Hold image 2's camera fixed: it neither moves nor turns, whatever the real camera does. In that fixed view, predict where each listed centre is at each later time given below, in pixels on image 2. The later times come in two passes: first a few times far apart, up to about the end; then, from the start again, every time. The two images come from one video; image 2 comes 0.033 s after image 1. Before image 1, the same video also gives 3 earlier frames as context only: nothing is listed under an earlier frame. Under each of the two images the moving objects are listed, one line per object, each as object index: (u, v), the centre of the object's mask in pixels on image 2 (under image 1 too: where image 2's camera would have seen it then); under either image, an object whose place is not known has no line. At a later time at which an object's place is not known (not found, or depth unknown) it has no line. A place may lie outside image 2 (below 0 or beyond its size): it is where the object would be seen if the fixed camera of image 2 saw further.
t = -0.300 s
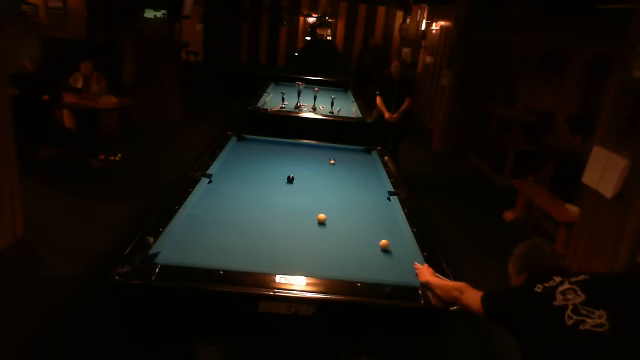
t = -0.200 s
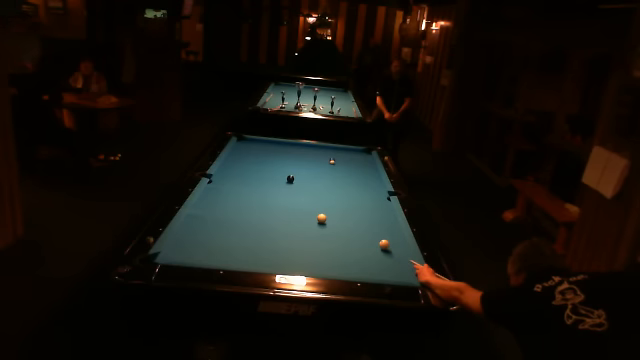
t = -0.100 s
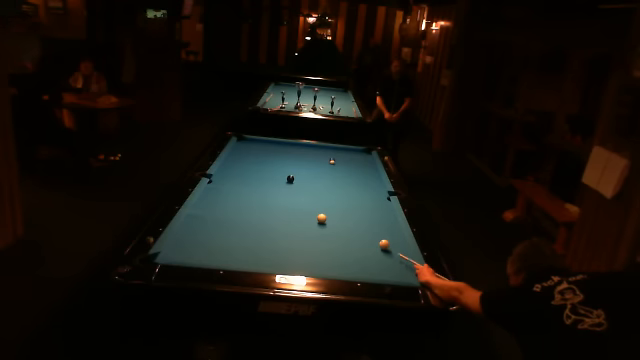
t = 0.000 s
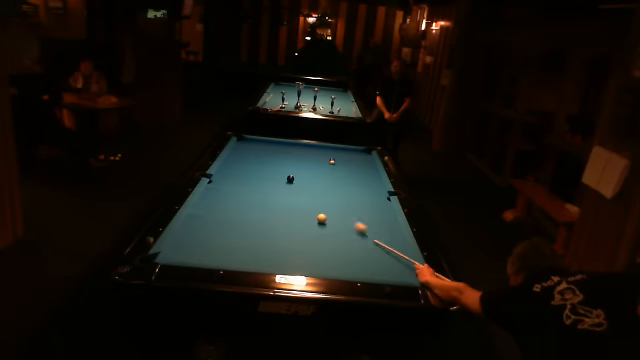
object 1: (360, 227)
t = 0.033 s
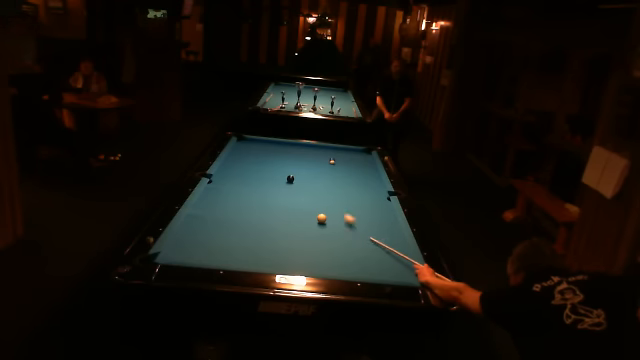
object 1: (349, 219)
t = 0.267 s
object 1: (293, 181)
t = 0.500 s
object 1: (289, 182)
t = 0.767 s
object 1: (287, 182)
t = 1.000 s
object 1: (284, 183)
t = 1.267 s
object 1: (282, 184)
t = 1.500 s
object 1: (280, 184)
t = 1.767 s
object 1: (279, 185)
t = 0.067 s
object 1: (338, 211)
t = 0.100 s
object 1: (329, 205)
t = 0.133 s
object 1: (319, 199)
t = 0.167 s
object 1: (311, 193)
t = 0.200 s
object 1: (303, 187)
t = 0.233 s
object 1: (296, 183)
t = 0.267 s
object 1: (293, 181)
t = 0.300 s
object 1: (292, 181)
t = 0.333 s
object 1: (291, 181)
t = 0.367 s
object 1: (291, 181)
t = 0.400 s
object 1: (291, 181)
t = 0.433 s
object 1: (290, 181)
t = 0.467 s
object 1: (290, 181)
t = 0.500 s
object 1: (289, 182)
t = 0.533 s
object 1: (289, 182)
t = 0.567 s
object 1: (289, 182)
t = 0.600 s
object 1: (288, 182)
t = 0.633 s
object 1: (288, 182)
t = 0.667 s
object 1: (287, 182)
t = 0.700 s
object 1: (287, 182)
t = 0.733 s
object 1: (287, 182)
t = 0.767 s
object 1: (287, 182)
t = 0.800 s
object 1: (286, 183)
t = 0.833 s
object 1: (286, 183)
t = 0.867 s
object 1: (286, 183)
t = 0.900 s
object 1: (285, 183)
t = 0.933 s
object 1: (285, 183)
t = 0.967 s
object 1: (285, 183)
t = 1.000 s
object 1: (284, 183)
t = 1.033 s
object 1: (284, 183)
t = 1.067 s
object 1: (284, 183)
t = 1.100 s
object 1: (284, 183)
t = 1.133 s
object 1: (283, 183)
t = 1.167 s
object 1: (283, 184)
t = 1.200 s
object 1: (283, 184)
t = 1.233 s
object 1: (282, 184)
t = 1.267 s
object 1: (282, 184)
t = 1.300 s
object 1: (282, 184)
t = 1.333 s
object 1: (281, 184)
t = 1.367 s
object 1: (281, 184)
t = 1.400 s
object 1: (281, 184)
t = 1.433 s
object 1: (281, 184)
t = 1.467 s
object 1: (280, 184)
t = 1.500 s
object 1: (280, 184)
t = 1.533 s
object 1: (280, 184)
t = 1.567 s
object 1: (280, 184)
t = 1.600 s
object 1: (280, 184)
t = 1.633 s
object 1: (279, 184)
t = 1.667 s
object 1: (279, 184)
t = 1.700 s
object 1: (279, 185)
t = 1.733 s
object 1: (279, 184)
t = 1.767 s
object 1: (279, 185)
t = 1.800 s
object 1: (279, 185)
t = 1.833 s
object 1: (279, 185)
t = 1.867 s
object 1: (279, 185)
